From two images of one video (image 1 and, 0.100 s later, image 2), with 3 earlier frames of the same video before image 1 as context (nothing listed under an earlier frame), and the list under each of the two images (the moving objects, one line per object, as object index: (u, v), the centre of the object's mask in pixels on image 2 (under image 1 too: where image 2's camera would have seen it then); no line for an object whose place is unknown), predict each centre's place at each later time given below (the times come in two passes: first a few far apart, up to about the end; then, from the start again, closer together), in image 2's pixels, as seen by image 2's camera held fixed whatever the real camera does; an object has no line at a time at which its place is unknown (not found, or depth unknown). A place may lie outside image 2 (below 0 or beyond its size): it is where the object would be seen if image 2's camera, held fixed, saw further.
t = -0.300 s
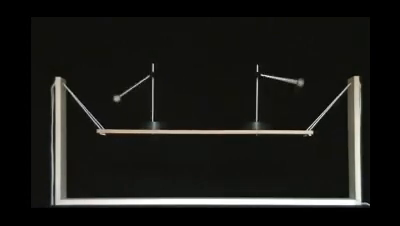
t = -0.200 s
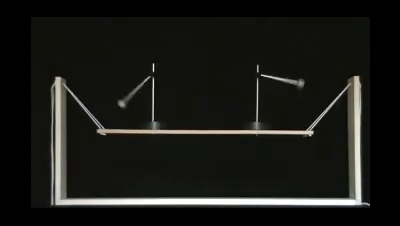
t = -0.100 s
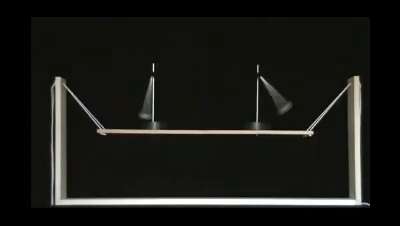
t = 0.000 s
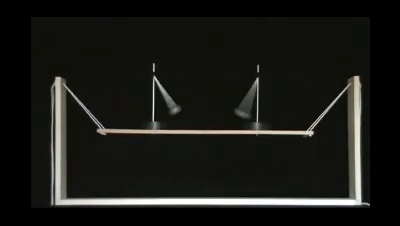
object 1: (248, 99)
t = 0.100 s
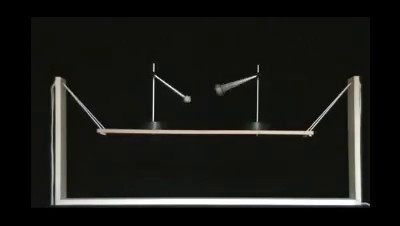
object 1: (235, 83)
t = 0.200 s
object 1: (236, 77)
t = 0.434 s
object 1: (267, 98)
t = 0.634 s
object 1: (279, 78)
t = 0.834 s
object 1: (255, 108)
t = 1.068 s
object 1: (236, 79)
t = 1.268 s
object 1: (261, 102)
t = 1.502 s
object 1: (280, 81)
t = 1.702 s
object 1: (250, 106)
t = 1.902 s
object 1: (231, 83)
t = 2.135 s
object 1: (267, 102)
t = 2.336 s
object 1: (279, 82)
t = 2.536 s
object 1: (251, 106)
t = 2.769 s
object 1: (237, 85)
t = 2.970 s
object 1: (266, 98)
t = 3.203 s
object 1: (277, 88)
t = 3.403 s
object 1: (245, 97)
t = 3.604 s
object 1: (238, 88)
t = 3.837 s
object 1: (273, 93)
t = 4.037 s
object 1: (275, 92)
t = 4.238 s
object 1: (241, 98)
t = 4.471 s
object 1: (243, 96)
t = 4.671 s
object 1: (274, 91)
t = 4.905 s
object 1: (267, 98)
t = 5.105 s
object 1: (240, 89)
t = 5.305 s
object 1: (249, 99)
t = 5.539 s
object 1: (274, 87)
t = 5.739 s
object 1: (261, 99)
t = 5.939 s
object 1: (241, 88)
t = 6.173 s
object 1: (263, 104)
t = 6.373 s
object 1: (274, 88)
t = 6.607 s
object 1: (246, 103)
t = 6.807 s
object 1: (242, 92)
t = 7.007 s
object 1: (268, 98)
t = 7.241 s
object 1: (272, 94)
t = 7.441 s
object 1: (241, 99)
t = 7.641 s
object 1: (243, 95)
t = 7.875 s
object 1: (274, 91)
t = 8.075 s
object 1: (267, 97)
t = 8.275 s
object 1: (241, 91)
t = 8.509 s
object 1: (253, 99)
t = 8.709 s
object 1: (275, 88)
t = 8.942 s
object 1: (256, 100)
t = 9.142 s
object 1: (241, 87)
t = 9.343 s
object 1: (261, 106)
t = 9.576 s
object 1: (274, 87)
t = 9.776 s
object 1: (249, 100)
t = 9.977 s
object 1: (239, 88)
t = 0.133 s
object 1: (235, 79)
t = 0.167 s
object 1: (236, 77)
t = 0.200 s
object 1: (236, 77)
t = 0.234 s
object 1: (234, 79)
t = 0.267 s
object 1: (233, 84)
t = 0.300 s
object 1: (236, 89)
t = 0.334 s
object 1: (240, 95)
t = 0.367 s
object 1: (248, 101)
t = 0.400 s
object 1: (258, 101)
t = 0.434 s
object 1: (267, 98)
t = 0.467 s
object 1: (274, 93)
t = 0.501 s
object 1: (278, 88)
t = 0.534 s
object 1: (280, 83)
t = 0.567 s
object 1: (280, 79)
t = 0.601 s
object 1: (278, 78)
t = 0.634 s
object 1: (279, 78)
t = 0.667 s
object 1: (280, 80)
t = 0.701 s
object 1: (281, 85)
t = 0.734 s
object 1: (279, 90)
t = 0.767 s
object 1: (274, 96)
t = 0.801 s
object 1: (266, 100)
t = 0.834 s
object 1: (255, 108)
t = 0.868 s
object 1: (247, 99)
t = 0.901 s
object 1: (241, 94)
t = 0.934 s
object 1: (236, 89)
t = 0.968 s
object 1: (235, 84)
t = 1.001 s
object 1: (235, 80)
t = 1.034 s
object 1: (236, 78)
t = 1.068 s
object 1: (236, 79)
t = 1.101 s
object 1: (234, 82)
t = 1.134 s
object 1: (235, 86)
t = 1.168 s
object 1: (238, 91)
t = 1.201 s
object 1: (243, 97)
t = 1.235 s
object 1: (250, 104)
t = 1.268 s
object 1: (261, 102)
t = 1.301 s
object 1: (269, 97)
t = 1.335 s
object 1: (275, 92)
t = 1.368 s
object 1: (279, 88)
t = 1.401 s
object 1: (280, 83)
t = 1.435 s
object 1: (280, 81)
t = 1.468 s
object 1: (279, 80)
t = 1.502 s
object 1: (280, 81)
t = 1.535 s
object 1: (280, 84)
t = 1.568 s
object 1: (279, 89)
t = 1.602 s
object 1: (275, 94)
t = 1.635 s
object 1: (269, 99)
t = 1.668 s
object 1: (262, 100)
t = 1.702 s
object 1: (250, 106)
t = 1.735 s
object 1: (243, 100)
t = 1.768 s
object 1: (237, 94)
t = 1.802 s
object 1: (234, 89)
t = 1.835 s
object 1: (232, 85)
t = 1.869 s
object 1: (231, 83)
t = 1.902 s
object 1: (231, 83)
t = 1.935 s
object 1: (235, 82)
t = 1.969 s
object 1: (236, 86)
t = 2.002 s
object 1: (238, 91)
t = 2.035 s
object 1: (242, 96)
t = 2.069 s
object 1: (249, 100)
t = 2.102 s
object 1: (258, 101)
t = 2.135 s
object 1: (267, 102)
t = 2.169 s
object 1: (272, 94)
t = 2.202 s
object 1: (277, 90)
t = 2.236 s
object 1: (279, 86)
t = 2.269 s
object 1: (278, 82)
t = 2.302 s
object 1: (278, 81)
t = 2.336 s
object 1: (279, 82)
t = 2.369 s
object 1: (279, 85)
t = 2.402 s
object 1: (278, 89)
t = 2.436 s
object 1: (274, 94)
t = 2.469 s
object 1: (269, 98)
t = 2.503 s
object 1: (262, 100)
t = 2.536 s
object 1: (251, 106)
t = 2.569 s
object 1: (246, 98)
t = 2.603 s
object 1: (241, 93)
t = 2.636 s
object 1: (238, 89)
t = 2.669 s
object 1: (237, 85)
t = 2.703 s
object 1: (237, 83)
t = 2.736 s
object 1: (237, 83)
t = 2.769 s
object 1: (237, 85)
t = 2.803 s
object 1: (237, 88)
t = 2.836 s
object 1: (239, 93)
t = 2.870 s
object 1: (244, 97)
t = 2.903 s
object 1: (251, 100)
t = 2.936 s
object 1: (260, 100)
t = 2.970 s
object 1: (266, 98)
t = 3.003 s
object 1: (271, 94)
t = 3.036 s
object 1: (275, 90)
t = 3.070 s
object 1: (277, 87)
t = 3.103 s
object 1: (277, 85)
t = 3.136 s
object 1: (277, 84)
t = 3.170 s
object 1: (278, 85)
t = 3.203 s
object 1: (277, 88)
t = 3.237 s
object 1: (276, 92)
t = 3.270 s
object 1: (272, 96)
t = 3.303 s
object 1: (266, 98)
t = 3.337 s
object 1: (258, 101)
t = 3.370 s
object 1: (250, 103)
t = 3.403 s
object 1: (245, 97)
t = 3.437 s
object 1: (241, 93)
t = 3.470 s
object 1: (239, 89)
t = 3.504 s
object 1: (238, 86)
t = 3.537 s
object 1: (238, 85)
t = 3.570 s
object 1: (238, 85)
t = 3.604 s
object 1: (238, 88)
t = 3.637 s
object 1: (239, 92)
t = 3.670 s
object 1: (243, 95)
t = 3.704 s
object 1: (248, 99)
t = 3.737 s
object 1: (255, 100)
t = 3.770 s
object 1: (262, 100)
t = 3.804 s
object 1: (268, 97)
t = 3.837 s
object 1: (273, 93)
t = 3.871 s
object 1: (275, 89)
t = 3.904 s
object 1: (276, 87)
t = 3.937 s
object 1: (276, 86)
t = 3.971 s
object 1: (276, 86)
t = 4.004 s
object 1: (276, 88)
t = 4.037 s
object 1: (275, 92)
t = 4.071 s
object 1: (272, 95)
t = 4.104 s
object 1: (267, 98)
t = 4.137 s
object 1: (261, 99)
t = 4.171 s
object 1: (252, 106)
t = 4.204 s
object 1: (247, 99)
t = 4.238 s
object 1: (241, 98)
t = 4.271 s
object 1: (240, 92)
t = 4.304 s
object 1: (239, 89)
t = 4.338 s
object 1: (239, 87)
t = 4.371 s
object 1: (239, 87)
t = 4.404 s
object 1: (239, 89)
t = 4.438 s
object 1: (240, 92)
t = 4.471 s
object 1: (243, 96)
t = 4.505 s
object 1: (248, 100)
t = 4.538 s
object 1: (254, 101)
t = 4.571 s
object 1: (261, 99)
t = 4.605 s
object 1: (267, 98)
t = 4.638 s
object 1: (272, 95)
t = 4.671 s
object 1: (274, 91)
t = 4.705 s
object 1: (275, 88)
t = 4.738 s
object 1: (275, 87)
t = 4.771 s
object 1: (274, 86)
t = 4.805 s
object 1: (275, 89)
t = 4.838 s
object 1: (274, 92)
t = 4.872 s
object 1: (271, 95)
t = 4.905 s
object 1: (267, 98)
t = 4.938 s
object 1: (261, 99)
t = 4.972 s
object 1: (252, 108)
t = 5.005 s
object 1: (247, 103)
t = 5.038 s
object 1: (242, 100)
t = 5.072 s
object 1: (241, 93)
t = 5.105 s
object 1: (240, 89)
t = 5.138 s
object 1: (239, 89)
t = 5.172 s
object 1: (240, 88)
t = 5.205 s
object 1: (240, 90)
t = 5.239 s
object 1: (241, 94)
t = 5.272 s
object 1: (244, 96)
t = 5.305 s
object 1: (249, 99)
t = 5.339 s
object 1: (252, 107)
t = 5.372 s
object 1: (261, 99)
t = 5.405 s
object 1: (267, 97)
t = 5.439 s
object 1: (270, 94)
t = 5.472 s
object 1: (273, 91)
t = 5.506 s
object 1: (274, 88)
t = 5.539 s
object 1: (274, 87)
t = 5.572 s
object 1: (273, 87)
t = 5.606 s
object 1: (273, 89)
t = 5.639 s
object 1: (273, 92)
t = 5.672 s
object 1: (270, 95)
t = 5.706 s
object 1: (266, 98)
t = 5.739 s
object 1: (261, 99)
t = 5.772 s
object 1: (252, 107)
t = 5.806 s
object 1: (247, 103)
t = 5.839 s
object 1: (242, 100)
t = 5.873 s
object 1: (239, 96)
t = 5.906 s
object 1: (241, 90)
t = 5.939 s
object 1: (241, 88)
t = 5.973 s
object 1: (240, 89)
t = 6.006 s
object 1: (242, 90)
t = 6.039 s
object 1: (243, 93)
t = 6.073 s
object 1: (245, 97)
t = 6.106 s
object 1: (250, 99)
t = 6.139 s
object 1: (254, 109)
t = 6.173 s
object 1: (263, 104)
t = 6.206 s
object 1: (267, 97)
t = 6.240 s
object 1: (271, 95)
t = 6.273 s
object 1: (273, 92)
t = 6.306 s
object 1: (274, 89)
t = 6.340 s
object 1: (274, 88)
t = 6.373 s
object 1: (274, 88)
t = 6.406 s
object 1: (273, 90)
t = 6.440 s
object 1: (272, 93)
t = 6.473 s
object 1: (269, 96)
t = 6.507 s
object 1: (265, 98)
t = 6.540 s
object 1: (260, 98)
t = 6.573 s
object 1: (251, 106)
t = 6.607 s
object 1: (246, 103)
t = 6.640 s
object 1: (242, 99)
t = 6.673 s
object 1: (239, 96)
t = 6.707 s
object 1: (241, 90)
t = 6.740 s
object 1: (241, 89)
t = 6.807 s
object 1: (242, 92)
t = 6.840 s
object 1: (243, 95)
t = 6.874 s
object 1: (246, 98)
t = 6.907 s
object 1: (251, 100)
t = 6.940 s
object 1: (257, 100)
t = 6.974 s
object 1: (264, 103)
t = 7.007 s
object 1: (268, 98)
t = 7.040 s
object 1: (272, 95)
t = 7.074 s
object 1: (273, 91)
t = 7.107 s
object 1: (274, 89)
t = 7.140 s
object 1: (274, 88)
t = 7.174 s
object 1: (273, 88)
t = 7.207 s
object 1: (273, 90)
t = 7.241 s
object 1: (272, 94)
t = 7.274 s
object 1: (268, 96)
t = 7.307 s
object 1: (263, 98)
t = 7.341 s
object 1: (257, 100)
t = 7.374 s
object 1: (250, 105)
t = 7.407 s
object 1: (245, 102)
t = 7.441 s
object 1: (241, 99)
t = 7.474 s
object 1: (241, 92)
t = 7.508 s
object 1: (241, 89)
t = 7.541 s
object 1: (241, 88)
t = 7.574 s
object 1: (241, 89)
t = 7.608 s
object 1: (241, 92)
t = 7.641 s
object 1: (243, 95)
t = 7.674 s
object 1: (247, 98)
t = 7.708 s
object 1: (252, 100)
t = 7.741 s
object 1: (260, 100)
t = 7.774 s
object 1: (266, 103)
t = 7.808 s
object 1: (270, 97)
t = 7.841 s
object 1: (273, 95)
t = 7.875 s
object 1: (274, 91)
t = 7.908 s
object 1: (274, 88)
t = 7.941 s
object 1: (274, 88)
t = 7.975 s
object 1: (274, 88)
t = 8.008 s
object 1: (273, 91)
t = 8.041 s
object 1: (271, 93)
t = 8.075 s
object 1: (267, 97)
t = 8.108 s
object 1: (262, 99)
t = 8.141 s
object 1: (256, 100)
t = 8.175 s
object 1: (249, 104)
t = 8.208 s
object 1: (246, 97)
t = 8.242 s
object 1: (242, 94)
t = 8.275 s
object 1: (241, 91)
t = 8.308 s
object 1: (241, 88)
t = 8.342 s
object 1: (241, 88)
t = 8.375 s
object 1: (241, 89)
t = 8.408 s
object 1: (241, 92)
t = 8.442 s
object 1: (244, 95)
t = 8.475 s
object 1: (248, 98)
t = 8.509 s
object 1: (253, 99)
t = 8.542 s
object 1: (260, 100)
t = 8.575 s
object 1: (266, 99)
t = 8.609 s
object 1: (270, 97)
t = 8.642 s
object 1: (273, 94)
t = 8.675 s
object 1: (275, 90)
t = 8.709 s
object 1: (275, 88)
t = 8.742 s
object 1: (274, 87)
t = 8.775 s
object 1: (274, 87)
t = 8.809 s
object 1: (273, 90)
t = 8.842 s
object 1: (271, 94)
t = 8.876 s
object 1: (267, 96)
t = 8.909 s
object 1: (262, 98)
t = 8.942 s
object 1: (256, 100)
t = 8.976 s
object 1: (249, 99)
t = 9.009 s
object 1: (244, 97)
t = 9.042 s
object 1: (242, 93)
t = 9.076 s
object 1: (240, 90)
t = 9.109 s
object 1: (240, 87)
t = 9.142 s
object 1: (241, 87)
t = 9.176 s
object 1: (241, 88)
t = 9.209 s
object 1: (242, 90)
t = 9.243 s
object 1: (244, 94)
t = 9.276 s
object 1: (248, 97)
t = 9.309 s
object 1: (253, 101)
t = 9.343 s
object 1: (261, 106)
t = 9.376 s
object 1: (266, 99)
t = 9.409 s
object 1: (271, 96)
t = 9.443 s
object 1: (274, 93)
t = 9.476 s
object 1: (276, 90)
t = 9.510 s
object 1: (275, 87)
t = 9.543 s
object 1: (275, 86)
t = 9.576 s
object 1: (274, 87)
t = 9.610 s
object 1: (274, 90)
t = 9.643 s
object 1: (272, 93)
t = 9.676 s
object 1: (268, 96)
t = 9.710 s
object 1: (262, 98)
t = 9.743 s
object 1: (256, 100)
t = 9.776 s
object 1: (249, 100)
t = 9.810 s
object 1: (244, 96)
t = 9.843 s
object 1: (241, 93)
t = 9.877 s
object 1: (239, 90)
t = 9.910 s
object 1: (239, 88)
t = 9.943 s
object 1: (239, 86)
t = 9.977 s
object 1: (239, 88)
